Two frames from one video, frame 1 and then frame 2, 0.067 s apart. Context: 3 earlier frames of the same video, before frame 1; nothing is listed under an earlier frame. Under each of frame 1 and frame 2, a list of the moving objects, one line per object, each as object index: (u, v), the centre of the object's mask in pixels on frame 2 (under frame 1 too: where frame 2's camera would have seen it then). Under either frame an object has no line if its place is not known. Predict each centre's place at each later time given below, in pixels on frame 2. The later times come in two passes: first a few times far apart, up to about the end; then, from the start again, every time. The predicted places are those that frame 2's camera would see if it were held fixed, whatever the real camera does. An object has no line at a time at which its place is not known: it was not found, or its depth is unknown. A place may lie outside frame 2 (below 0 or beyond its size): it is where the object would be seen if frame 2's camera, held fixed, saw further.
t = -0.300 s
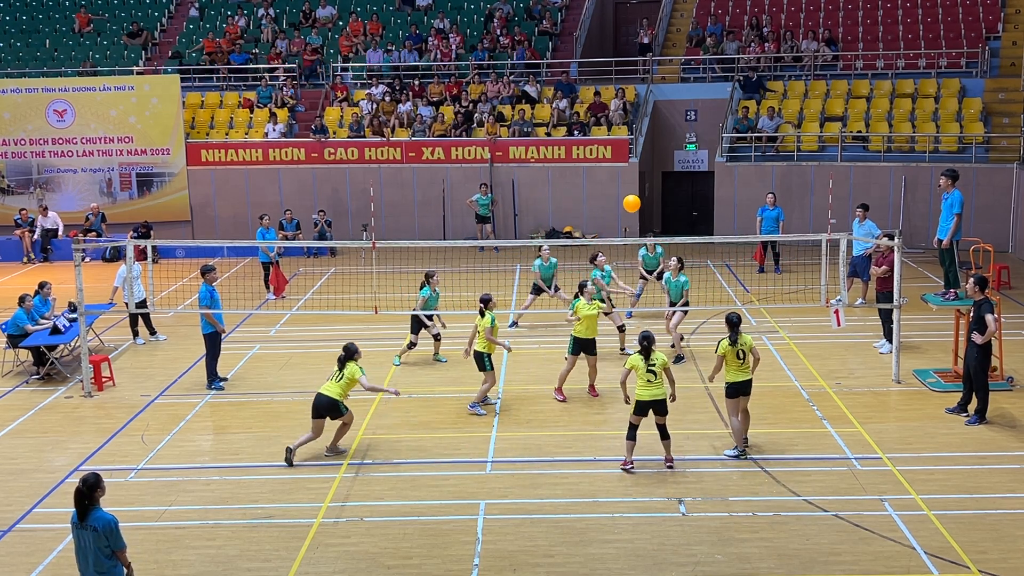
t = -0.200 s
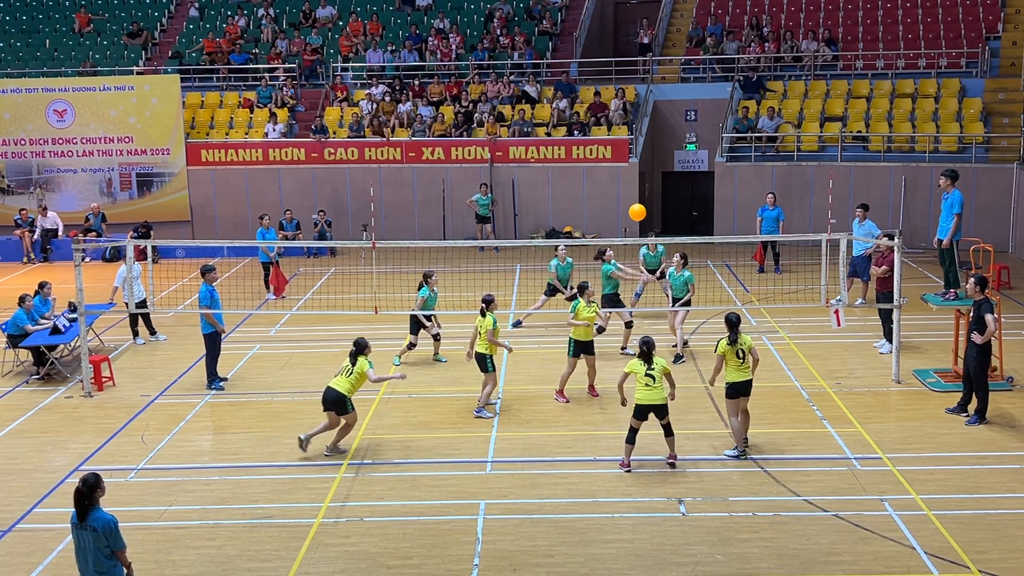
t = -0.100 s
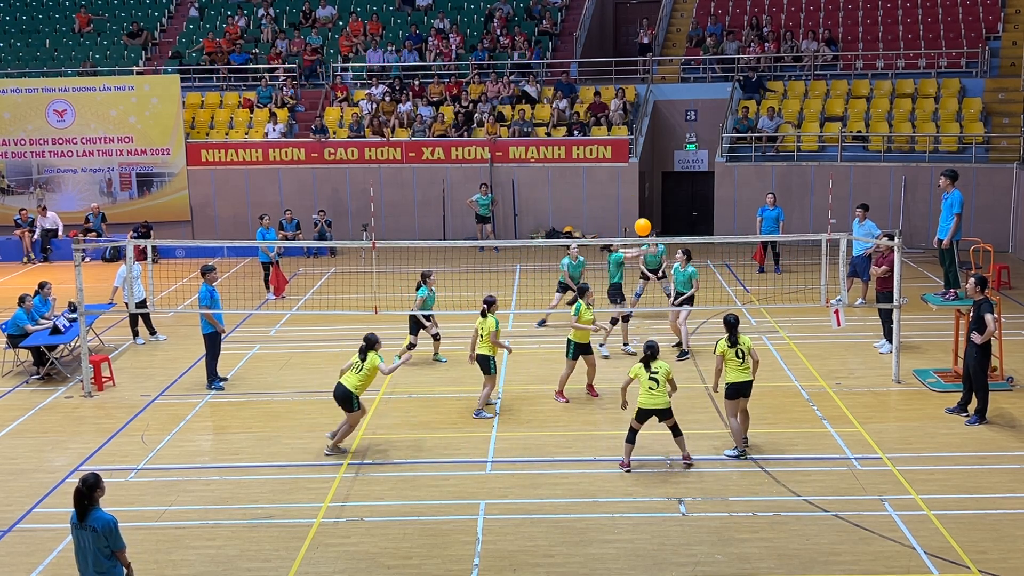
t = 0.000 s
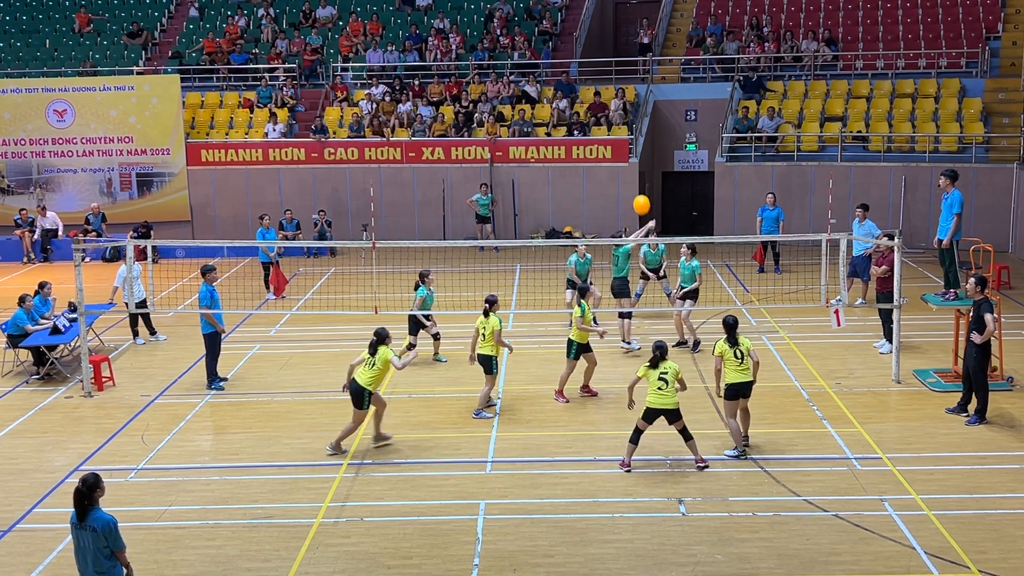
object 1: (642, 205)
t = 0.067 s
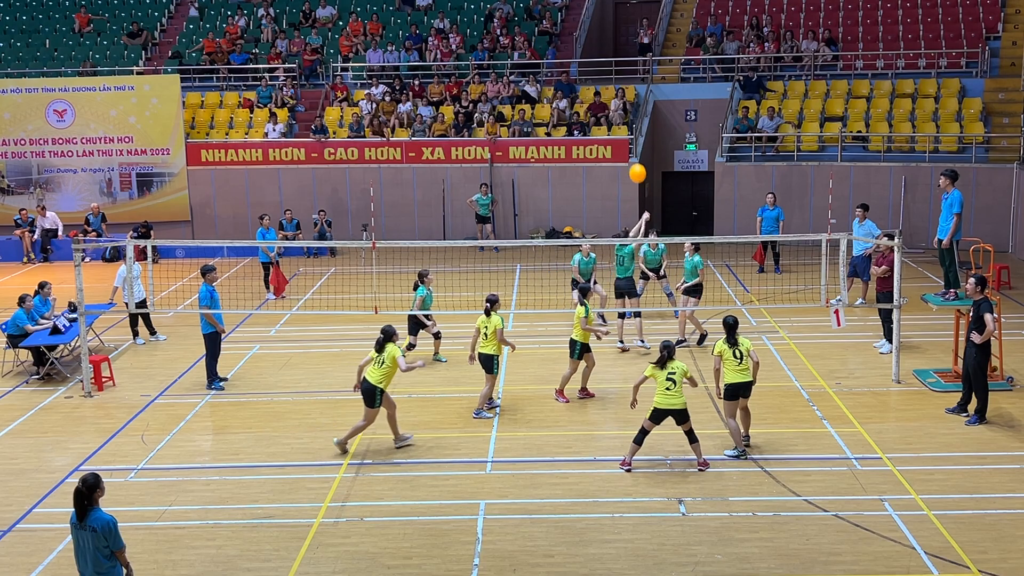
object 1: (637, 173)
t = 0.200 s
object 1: (630, 119)
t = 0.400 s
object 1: (621, 65)
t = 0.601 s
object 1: (613, 38)
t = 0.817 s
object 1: (605, 40)
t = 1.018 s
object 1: (598, 71)
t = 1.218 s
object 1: (591, 126)
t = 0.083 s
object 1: (636, 165)
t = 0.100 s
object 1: (635, 158)
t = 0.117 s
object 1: (634, 151)
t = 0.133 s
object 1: (633, 144)
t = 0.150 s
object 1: (632, 138)
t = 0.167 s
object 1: (631, 132)
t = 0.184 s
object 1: (631, 125)
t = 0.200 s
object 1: (630, 119)
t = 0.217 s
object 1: (629, 114)
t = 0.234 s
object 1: (628, 108)
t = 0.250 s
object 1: (627, 103)
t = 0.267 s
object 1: (627, 98)
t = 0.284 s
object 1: (626, 93)
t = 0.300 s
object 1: (625, 88)
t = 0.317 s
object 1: (624, 84)
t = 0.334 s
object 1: (624, 80)
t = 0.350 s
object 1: (623, 76)
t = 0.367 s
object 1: (623, 72)
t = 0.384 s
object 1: (622, 68)
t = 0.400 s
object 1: (621, 65)
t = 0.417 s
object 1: (621, 61)
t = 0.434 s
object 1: (620, 58)
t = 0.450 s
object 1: (619, 55)
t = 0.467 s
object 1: (619, 53)
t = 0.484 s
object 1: (618, 50)
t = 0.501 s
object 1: (617, 48)
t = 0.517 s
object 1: (617, 46)
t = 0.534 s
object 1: (616, 44)
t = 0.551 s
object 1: (615, 42)
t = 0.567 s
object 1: (615, 41)
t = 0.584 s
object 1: (614, 39)
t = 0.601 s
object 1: (613, 38)
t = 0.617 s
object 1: (613, 37)
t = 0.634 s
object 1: (612, 36)
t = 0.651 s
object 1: (612, 36)
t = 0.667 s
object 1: (611, 35)
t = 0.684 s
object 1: (610, 35)
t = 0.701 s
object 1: (610, 35)
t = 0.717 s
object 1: (609, 35)
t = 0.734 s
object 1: (608, 36)
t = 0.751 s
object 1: (608, 36)
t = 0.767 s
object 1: (607, 37)
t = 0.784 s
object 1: (606, 38)
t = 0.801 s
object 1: (606, 39)
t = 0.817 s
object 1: (605, 40)
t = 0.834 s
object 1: (604, 42)
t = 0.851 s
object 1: (604, 43)
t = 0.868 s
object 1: (603, 45)
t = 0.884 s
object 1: (603, 48)
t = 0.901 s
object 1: (602, 49)
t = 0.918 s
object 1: (601, 52)
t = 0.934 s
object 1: (601, 55)
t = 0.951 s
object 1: (600, 58)
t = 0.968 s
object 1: (600, 60)
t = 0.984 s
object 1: (599, 64)
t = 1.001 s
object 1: (598, 67)
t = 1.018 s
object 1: (598, 71)
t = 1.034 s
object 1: (597, 74)
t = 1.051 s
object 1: (597, 78)
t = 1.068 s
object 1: (596, 82)
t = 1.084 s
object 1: (596, 87)
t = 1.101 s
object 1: (595, 91)
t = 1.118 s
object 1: (594, 95)
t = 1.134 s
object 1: (594, 101)
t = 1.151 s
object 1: (593, 105)
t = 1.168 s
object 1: (593, 110)
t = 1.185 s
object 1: (592, 116)
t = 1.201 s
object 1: (592, 121)
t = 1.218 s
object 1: (591, 126)
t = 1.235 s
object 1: (591, 132)
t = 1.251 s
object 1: (590, 138)
